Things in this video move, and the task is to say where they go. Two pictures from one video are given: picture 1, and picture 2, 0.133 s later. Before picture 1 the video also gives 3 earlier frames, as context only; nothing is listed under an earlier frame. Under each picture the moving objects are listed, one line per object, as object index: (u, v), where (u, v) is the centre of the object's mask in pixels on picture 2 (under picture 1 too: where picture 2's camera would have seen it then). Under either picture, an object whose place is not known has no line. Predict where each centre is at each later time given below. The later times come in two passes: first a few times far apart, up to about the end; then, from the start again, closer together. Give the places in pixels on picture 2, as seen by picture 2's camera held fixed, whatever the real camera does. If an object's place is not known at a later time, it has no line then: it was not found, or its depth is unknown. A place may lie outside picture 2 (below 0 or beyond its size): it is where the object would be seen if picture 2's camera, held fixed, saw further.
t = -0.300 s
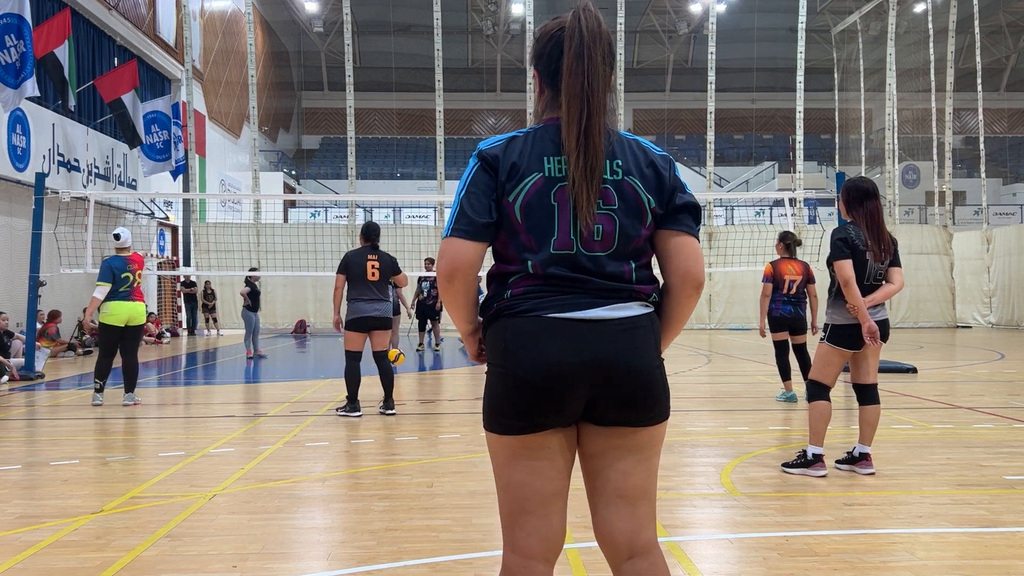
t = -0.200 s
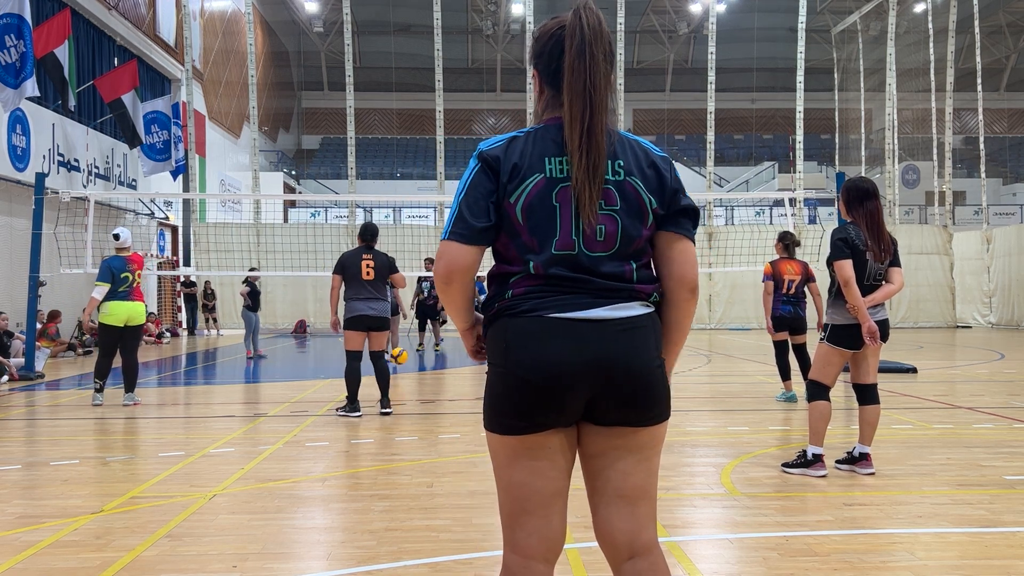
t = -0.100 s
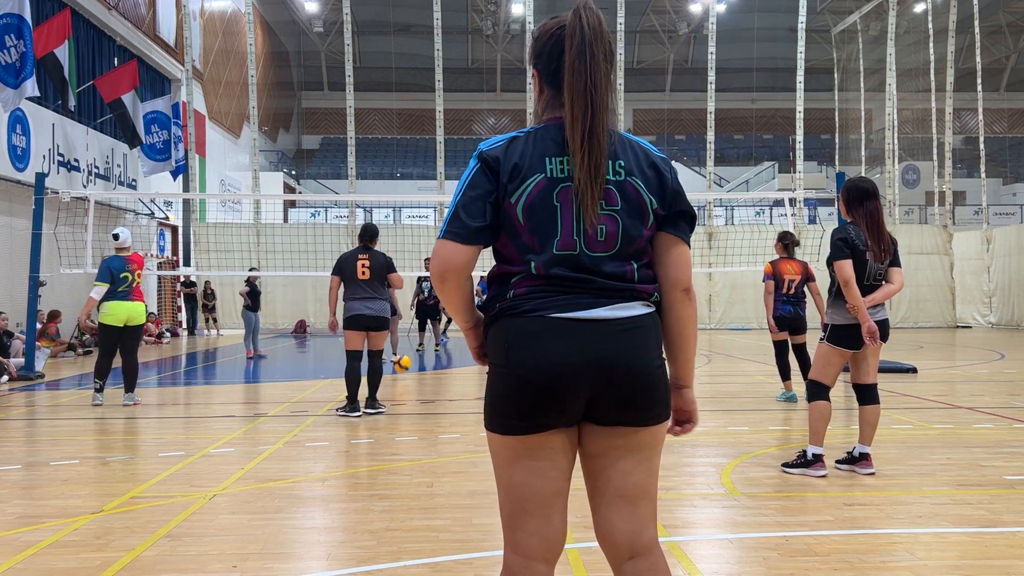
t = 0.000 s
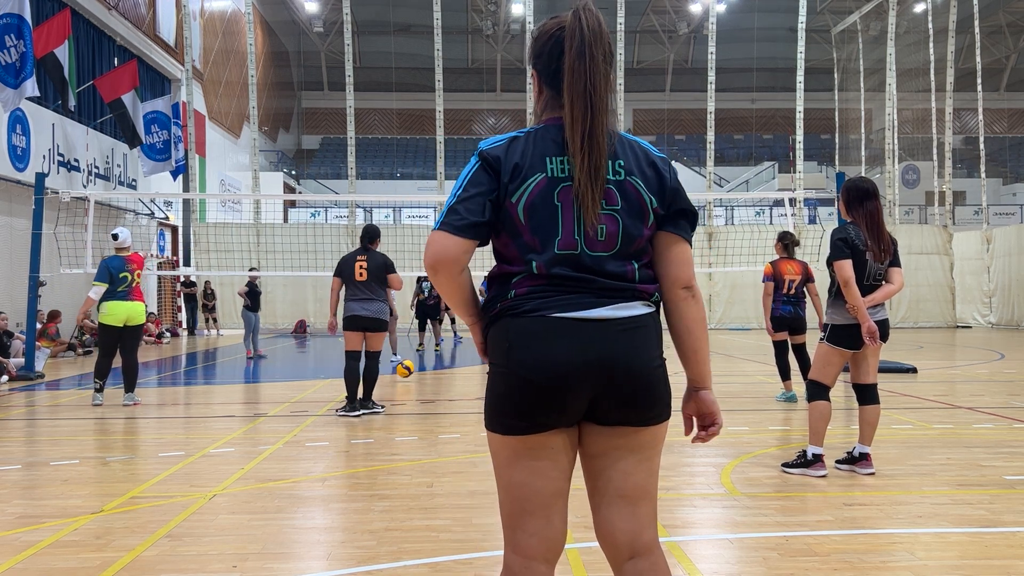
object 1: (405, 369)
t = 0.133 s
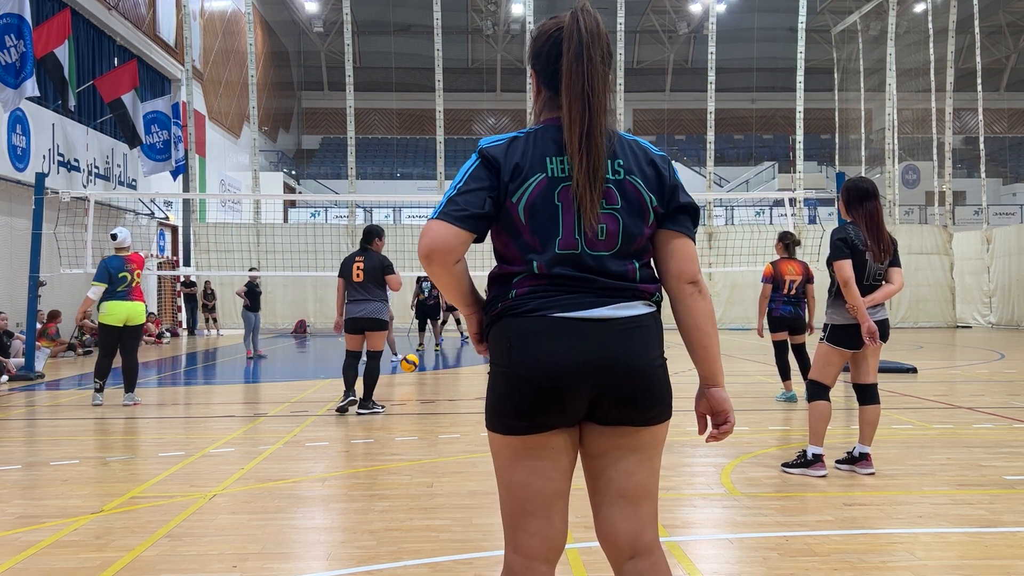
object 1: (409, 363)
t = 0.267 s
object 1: (414, 373)
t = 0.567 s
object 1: (426, 382)
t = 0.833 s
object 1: (438, 389)
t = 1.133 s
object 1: (461, 392)
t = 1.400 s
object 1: (472, 403)
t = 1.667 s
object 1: (493, 411)
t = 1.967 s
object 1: (507, 423)
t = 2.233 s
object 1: (545, 436)
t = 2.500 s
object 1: (577, 450)
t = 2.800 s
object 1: (621, 469)
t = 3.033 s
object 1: (663, 487)
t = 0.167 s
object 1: (410, 364)
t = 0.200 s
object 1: (411, 366)
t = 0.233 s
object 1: (412, 369)
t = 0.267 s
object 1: (414, 373)
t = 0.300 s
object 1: (415, 378)
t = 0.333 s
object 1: (416, 375)
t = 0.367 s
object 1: (418, 373)
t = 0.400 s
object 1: (419, 372)
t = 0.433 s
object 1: (420, 372)
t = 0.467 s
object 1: (421, 373)
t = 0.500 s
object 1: (423, 374)
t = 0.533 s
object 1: (424, 378)
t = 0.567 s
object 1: (426, 382)
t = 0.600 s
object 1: (427, 383)
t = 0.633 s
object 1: (429, 380)
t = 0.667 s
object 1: (430, 379)
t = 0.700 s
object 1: (432, 379)
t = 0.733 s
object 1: (433, 381)
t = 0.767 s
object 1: (435, 383)
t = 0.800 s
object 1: (436, 386)
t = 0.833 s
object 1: (438, 389)
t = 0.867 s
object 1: (440, 387)
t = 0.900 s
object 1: (441, 386)
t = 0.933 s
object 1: (444, 386)
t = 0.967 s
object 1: (444, 388)
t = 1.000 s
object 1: (443, 390)
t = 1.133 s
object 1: (461, 392)
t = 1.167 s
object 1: (459, 394)
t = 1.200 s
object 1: (460, 396)
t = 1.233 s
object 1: (461, 399)
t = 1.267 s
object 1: (463, 398)
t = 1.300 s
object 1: (465, 398)
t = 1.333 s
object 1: (467, 400)
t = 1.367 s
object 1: (469, 403)
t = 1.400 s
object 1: (472, 403)
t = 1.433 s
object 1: (474, 403)
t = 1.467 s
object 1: (476, 404)
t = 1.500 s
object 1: (478, 407)
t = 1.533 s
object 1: (481, 408)
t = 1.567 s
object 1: (483, 408)
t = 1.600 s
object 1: (486, 410)
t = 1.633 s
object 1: (490, 411)
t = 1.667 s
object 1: (493, 411)
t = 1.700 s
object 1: (496, 413)
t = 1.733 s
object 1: (500, 413)
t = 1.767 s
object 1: (504, 413)
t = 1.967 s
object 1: (507, 423)
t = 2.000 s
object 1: (514, 425)
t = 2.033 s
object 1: (521, 427)
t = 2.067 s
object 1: (527, 428)
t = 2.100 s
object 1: (530, 430)
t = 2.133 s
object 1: (534, 431)
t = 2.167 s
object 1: (537, 433)
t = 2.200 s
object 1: (541, 434)
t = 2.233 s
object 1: (545, 436)
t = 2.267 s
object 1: (548, 437)
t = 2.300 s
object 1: (552, 439)
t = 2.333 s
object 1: (556, 441)
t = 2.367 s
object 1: (560, 443)
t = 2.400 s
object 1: (564, 444)
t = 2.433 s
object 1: (568, 446)
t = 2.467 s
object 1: (572, 448)
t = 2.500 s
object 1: (577, 450)
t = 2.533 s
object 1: (581, 452)
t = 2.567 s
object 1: (586, 454)
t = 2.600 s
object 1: (590, 456)
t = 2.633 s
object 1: (595, 458)
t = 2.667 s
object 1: (600, 460)
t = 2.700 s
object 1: (605, 462)
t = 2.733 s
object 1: (610, 465)
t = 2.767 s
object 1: (615, 467)
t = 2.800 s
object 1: (621, 469)
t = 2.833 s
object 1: (626, 471)
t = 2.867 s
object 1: (632, 474)
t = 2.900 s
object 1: (638, 476)
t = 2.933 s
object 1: (643, 479)
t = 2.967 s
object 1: (650, 481)
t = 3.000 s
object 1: (656, 484)
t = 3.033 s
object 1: (663, 487)
